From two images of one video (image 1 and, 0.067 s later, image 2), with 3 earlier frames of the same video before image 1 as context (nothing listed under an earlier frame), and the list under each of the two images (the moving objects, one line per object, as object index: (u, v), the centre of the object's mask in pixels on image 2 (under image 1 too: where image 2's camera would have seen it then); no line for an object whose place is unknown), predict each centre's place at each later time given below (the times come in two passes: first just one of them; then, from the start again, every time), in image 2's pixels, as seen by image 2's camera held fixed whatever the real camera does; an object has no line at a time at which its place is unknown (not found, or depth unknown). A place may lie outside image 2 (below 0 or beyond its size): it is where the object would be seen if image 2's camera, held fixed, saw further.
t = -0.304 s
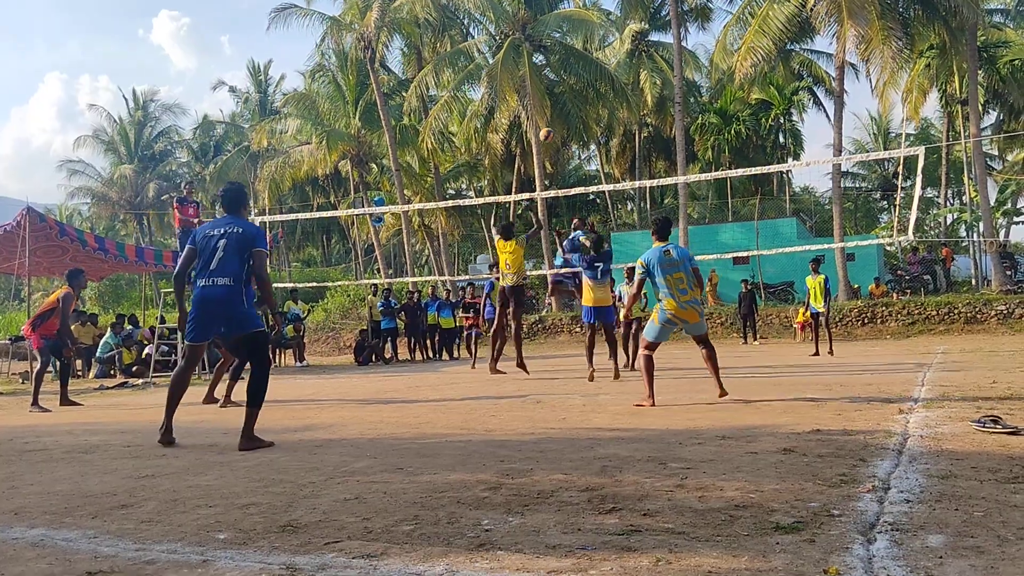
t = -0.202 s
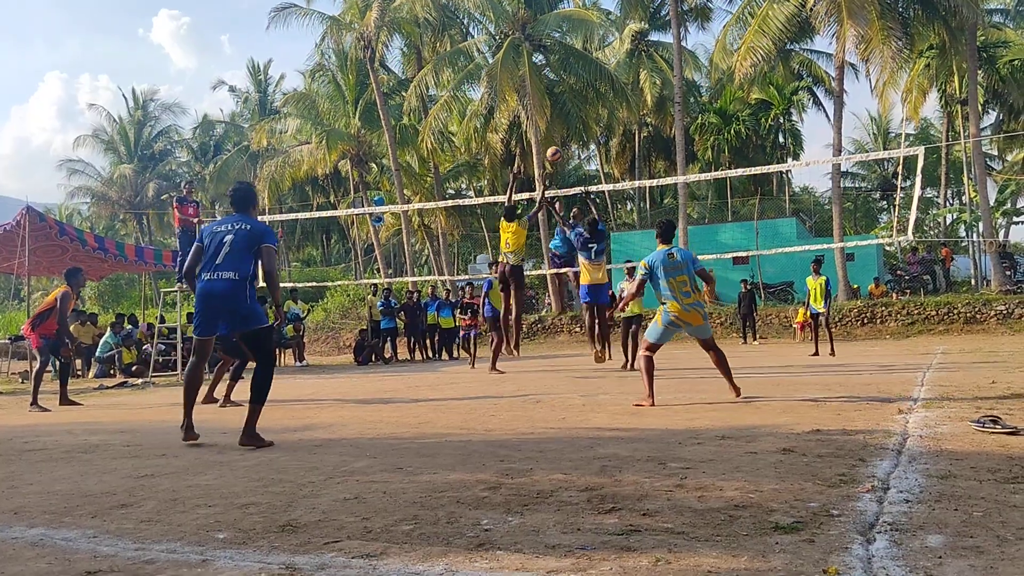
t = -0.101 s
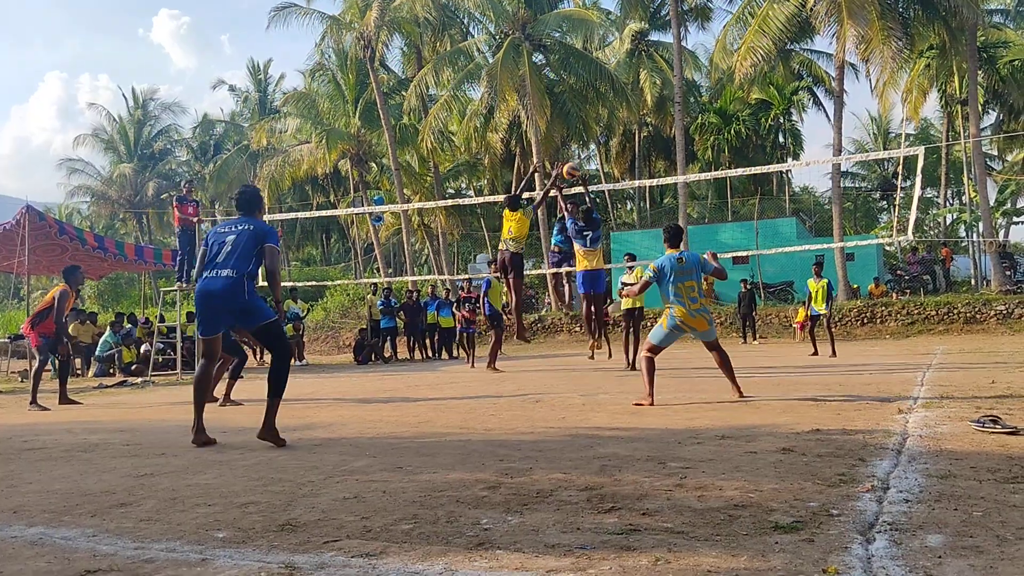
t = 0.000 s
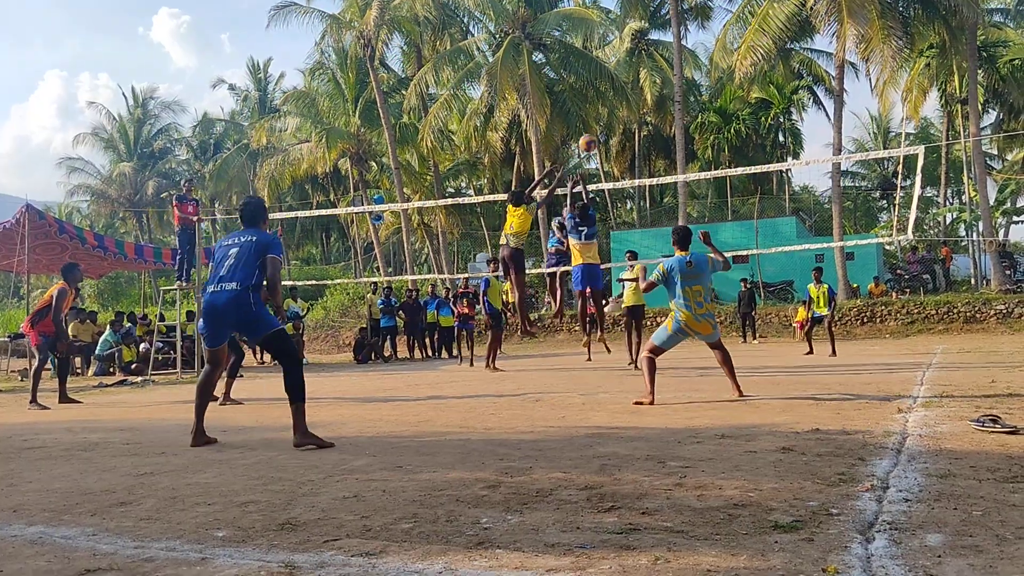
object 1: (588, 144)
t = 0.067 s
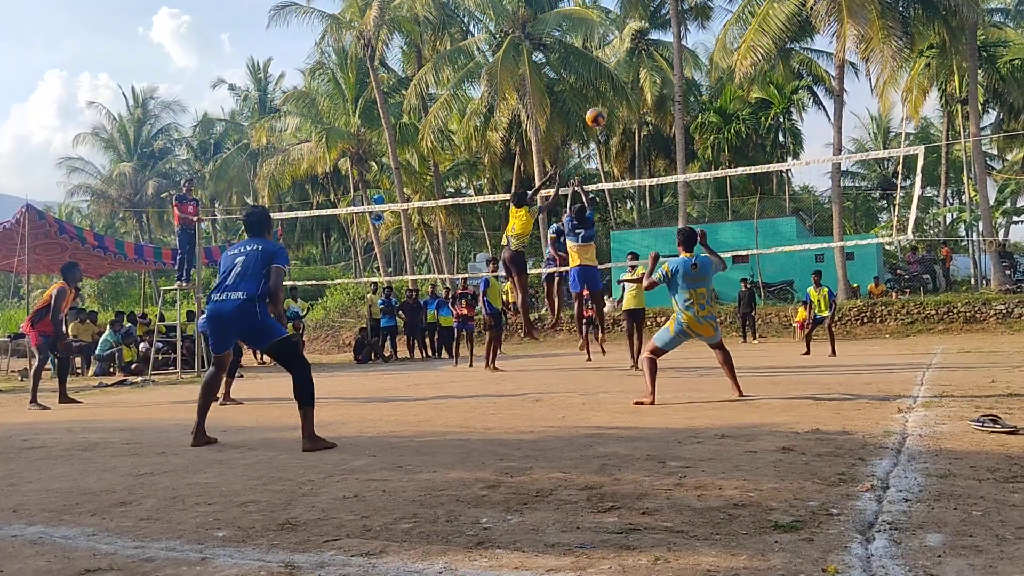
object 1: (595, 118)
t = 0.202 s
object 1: (613, 72)
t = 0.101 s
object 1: (599, 105)
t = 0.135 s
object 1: (604, 94)
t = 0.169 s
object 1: (608, 83)
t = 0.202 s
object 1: (613, 72)
